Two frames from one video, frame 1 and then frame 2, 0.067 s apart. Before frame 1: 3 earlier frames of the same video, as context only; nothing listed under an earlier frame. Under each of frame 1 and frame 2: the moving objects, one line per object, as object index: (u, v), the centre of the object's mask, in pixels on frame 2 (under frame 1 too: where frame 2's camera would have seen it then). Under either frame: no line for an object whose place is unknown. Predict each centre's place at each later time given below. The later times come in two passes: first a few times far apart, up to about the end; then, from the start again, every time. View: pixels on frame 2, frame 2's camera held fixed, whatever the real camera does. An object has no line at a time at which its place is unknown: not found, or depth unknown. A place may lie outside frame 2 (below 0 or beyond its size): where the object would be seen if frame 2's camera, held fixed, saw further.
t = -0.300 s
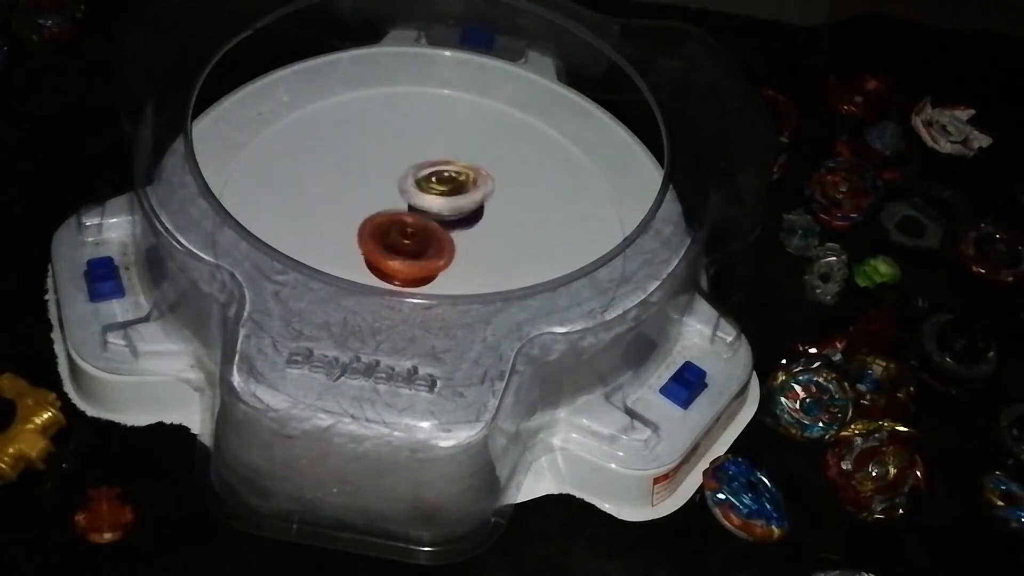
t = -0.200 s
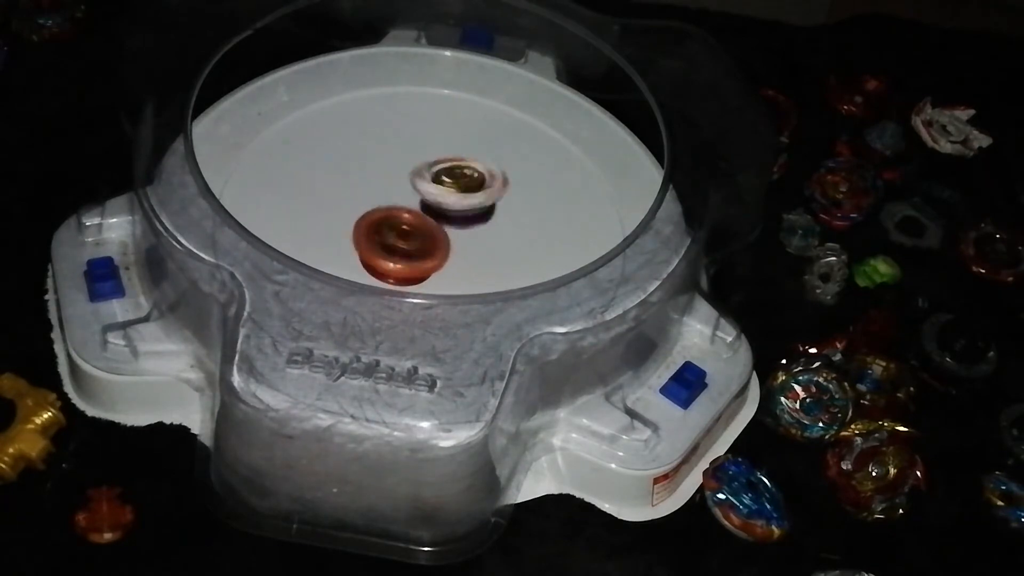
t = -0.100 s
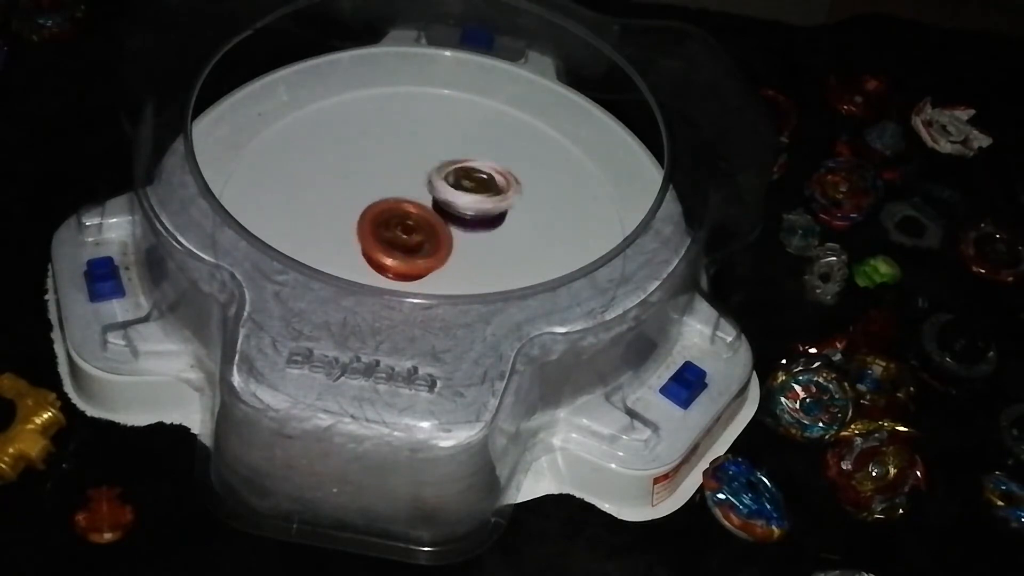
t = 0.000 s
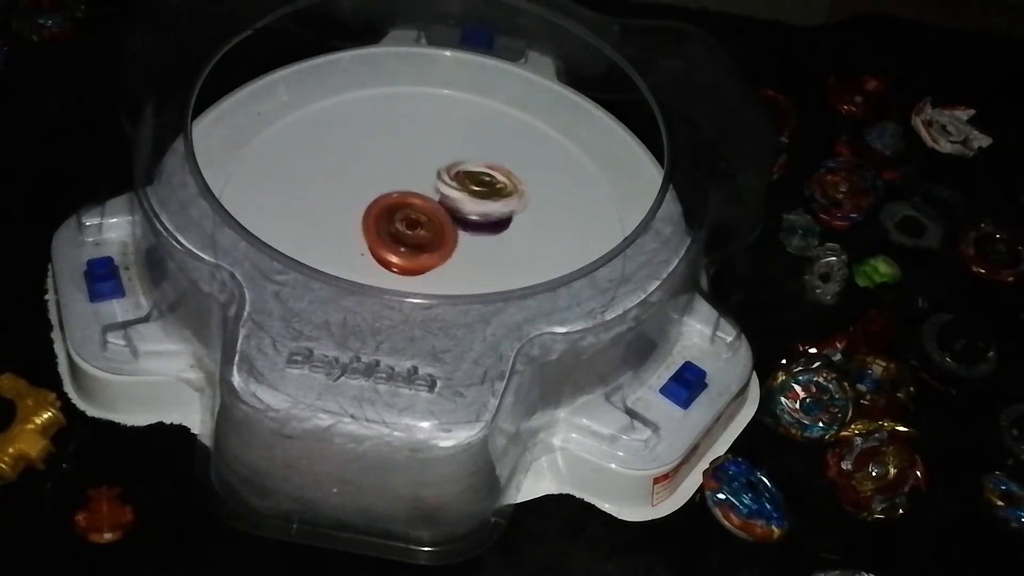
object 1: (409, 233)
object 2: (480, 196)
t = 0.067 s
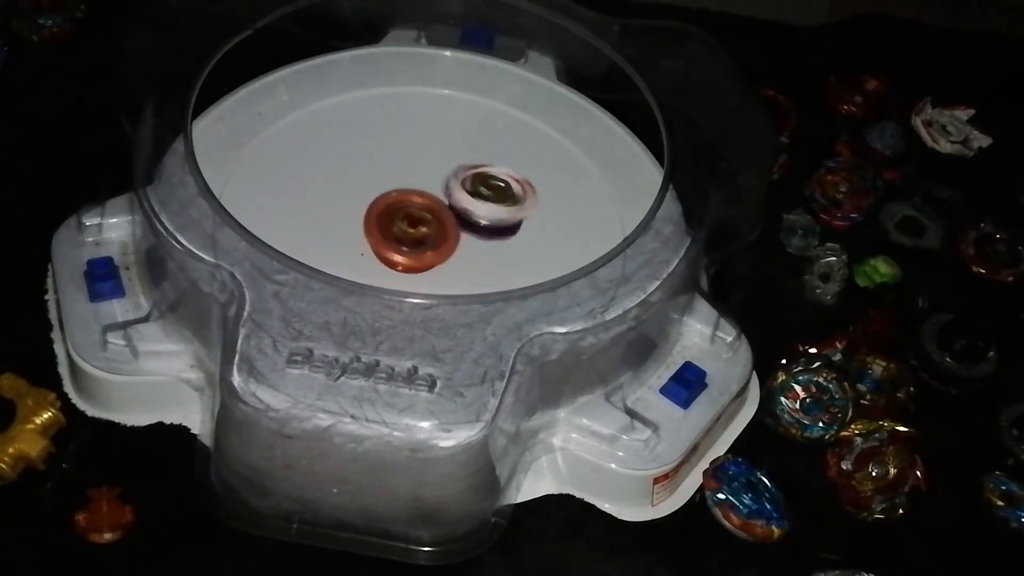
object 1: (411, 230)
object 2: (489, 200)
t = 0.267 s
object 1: (418, 230)
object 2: (507, 218)
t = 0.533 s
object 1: (415, 229)
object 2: (505, 247)
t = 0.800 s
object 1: (417, 213)
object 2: (484, 264)
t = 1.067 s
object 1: (422, 216)
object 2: (466, 274)
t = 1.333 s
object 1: (421, 207)
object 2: (444, 280)
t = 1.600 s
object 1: (423, 214)
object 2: (431, 281)
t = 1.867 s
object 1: (425, 205)
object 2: (421, 274)
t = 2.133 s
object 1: (453, 184)
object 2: (424, 286)
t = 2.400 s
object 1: (442, 210)
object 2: (424, 261)
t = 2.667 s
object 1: (431, 194)
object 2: (415, 260)
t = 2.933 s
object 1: (418, 195)
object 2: (414, 258)
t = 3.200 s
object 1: (424, 193)
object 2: (414, 257)
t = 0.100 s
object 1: (414, 229)
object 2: (492, 202)
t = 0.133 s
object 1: (414, 230)
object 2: (498, 204)
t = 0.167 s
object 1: (413, 230)
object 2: (502, 206)
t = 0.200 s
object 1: (414, 229)
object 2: (504, 209)
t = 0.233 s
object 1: (417, 229)
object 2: (505, 214)
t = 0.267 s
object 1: (418, 230)
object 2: (507, 218)
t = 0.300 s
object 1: (417, 231)
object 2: (507, 223)
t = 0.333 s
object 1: (416, 231)
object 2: (508, 228)
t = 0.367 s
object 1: (415, 231)
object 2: (509, 233)
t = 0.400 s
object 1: (414, 231)
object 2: (509, 237)
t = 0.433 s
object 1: (416, 230)
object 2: (510, 240)
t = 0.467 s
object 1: (417, 230)
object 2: (510, 243)
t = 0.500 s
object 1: (417, 230)
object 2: (507, 245)
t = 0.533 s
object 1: (415, 229)
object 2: (505, 247)
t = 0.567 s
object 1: (414, 227)
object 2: (503, 248)
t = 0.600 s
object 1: (413, 225)
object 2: (500, 251)
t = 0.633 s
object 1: (413, 222)
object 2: (496, 254)
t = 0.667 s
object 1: (415, 221)
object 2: (492, 255)
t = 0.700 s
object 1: (415, 218)
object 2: (491, 258)
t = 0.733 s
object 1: (415, 216)
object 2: (491, 261)
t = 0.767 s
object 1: (414, 213)
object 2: (486, 263)
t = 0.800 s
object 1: (417, 213)
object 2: (484, 264)
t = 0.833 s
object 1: (419, 213)
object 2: (482, 264)
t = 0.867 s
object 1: (421, 213)
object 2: (480, 265)
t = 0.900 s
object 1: (421, 214)
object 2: (479, 264)
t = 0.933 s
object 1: (421, 215)
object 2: (478, 264)
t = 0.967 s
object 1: (421, 216)
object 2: (477, 265)
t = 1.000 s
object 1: (423, 216)
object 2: (473, 265)
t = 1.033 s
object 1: (422, 216)
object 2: (470, 266)
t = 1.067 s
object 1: (422, 216)
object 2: (466, 274)
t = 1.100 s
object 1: (422, 215)
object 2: (459, 275)
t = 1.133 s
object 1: (422, 215)
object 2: (455, 279)
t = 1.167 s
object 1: (423, 213)
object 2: (450, 279)
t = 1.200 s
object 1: (424, 212)
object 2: (448, 280)
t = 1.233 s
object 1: (424, 210)
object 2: (448, 281)
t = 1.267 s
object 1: (423, 210)
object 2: (447, 281)
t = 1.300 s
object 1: (421, 209)
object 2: (445, 280)
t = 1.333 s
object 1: (421, 207)
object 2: (444, 280)
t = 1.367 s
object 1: (424, 207)
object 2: (442, 281)
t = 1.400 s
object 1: (426, 208)
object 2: (442, 282)
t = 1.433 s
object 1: (426, 209)
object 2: (441, 282)
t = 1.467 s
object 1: (425, 210)
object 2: (439, 282)
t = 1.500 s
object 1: (424, 211)
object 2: (438, 282)
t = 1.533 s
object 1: (423, 213)
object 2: (435, 282)
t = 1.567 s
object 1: (423, 214)
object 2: (434, 282)
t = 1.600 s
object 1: (423, 214)
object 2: (431, 281)
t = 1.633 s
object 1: (423, 214)
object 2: (428, 280)
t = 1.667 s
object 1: (423, 213)
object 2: (423, 281)
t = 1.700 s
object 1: (424, 212)
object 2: (419, 281)
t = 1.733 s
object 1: (426, 210)
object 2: (416, 278)
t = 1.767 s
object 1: (427, 209)
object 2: (416, 276)
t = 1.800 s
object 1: (427, 208)
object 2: (417, 276)
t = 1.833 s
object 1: (425, 207)
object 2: (419, 275)
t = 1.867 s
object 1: (425, 205)
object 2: (421, 274)
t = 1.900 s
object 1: (427, 201)
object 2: (424, 277)
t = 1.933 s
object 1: (436, 194)
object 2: (423, 284)
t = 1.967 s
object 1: (441, 188)
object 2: (425, 289)
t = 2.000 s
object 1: (445, 181)
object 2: (427, 290)
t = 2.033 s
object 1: (450, 176)
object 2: (424, 291)
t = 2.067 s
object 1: (453, 177)
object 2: (424, 291)
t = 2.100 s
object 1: (453, 181)
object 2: (426, 289)
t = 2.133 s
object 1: (453, 184)
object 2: (424, 286)
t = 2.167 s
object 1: (454, 189)
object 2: (425, 284)
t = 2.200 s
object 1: (454, 194)
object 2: (425, 281)
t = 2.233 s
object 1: (453, 200)
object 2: (428, 278)
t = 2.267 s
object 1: (451, 205)
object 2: (429, 268)
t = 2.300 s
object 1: (447, 209)
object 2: (429, 268)
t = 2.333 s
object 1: (445, 210)
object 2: (428, 266)
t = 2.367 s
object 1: (443, 210)
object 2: (427, 264)
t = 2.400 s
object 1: (442, 210)
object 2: (424, 261)
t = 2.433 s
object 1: (439, 206)
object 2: (423, 260)
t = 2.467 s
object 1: (435, 204)
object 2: (420, 260)
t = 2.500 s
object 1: (432, 201)
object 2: (417, 260)
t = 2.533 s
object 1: (431, 200)
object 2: (413, 261)
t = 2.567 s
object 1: (430, 197)
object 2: (413, 261)
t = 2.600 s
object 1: (430, 195)
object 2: (413, 260)
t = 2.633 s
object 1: (430, 194)
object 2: (414, 260)
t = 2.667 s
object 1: (431, 194)
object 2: (415, 260)
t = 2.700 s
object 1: (430, 194)
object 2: (415, 260)
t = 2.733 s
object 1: (428, 195)
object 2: (415, 259)
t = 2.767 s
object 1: (425, 195)
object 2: (415, 258)
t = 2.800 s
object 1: (421, 196)
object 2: (414, 258)
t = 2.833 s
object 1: (418, 196)
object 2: (414, 258)
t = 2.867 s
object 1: (416, 195)
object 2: (414, 258)
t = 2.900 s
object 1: (417, 195)
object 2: (414, 258)
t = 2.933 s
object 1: (418, 195)
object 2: (414, 258)
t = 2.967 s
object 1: (419, 195)
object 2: (414, 258)
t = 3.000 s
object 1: (421, 195)
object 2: (414, 257)
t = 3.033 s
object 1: (423, 194)
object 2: (414, 257)
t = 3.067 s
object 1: (424, 194)
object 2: (414, 257)
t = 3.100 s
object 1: (424, 194)
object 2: (414, 257)
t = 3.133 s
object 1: (424, 194)
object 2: (414, 257)
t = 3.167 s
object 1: (424, 194)
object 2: (414, 257)
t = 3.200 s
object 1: (424, 193)
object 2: (414, 257)
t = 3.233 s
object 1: (424, 194)
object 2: (414, 257)
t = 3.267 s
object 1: (424, 194)
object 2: (414, 257)
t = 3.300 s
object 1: (424, 194)
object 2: (414, 257)
